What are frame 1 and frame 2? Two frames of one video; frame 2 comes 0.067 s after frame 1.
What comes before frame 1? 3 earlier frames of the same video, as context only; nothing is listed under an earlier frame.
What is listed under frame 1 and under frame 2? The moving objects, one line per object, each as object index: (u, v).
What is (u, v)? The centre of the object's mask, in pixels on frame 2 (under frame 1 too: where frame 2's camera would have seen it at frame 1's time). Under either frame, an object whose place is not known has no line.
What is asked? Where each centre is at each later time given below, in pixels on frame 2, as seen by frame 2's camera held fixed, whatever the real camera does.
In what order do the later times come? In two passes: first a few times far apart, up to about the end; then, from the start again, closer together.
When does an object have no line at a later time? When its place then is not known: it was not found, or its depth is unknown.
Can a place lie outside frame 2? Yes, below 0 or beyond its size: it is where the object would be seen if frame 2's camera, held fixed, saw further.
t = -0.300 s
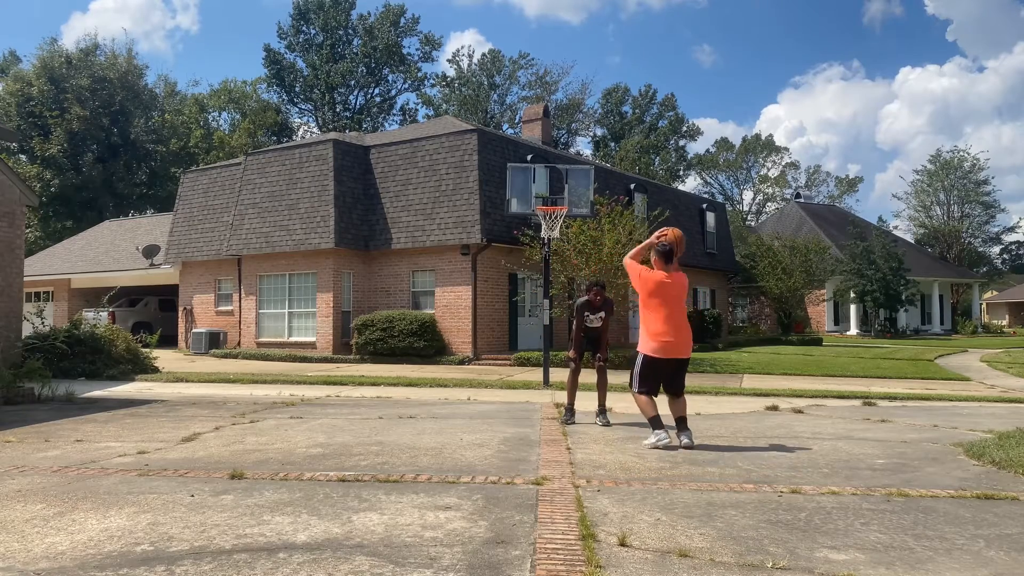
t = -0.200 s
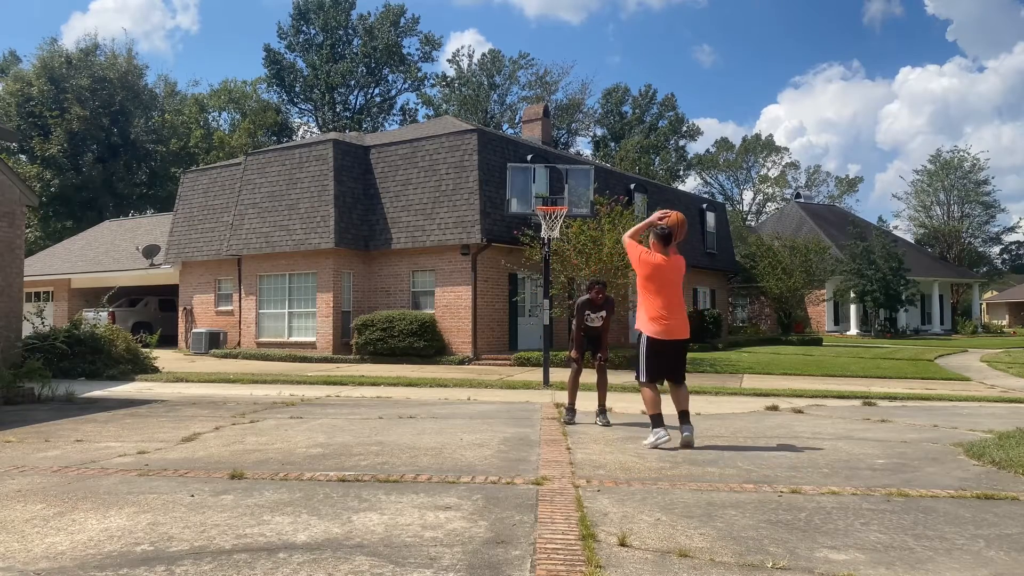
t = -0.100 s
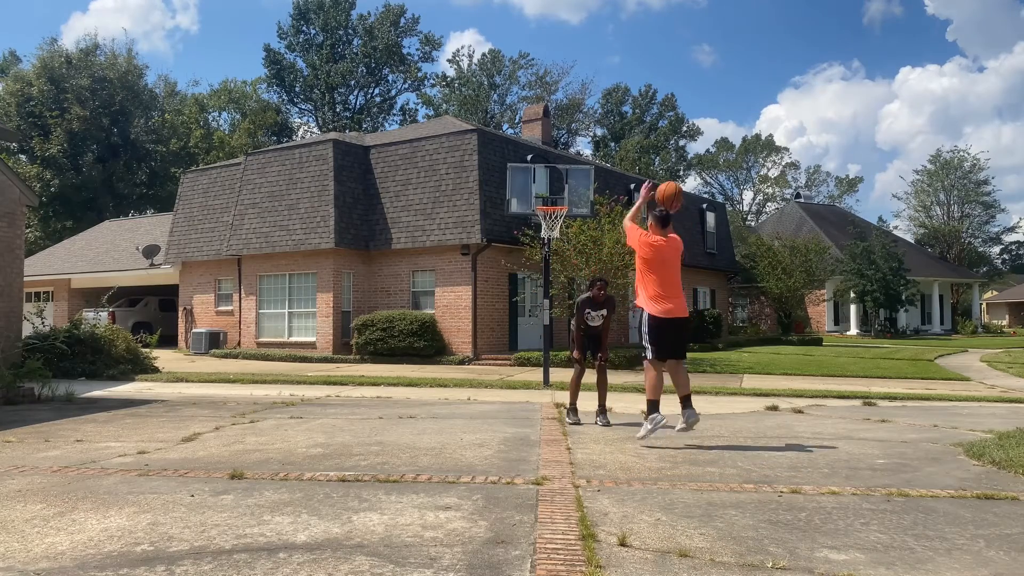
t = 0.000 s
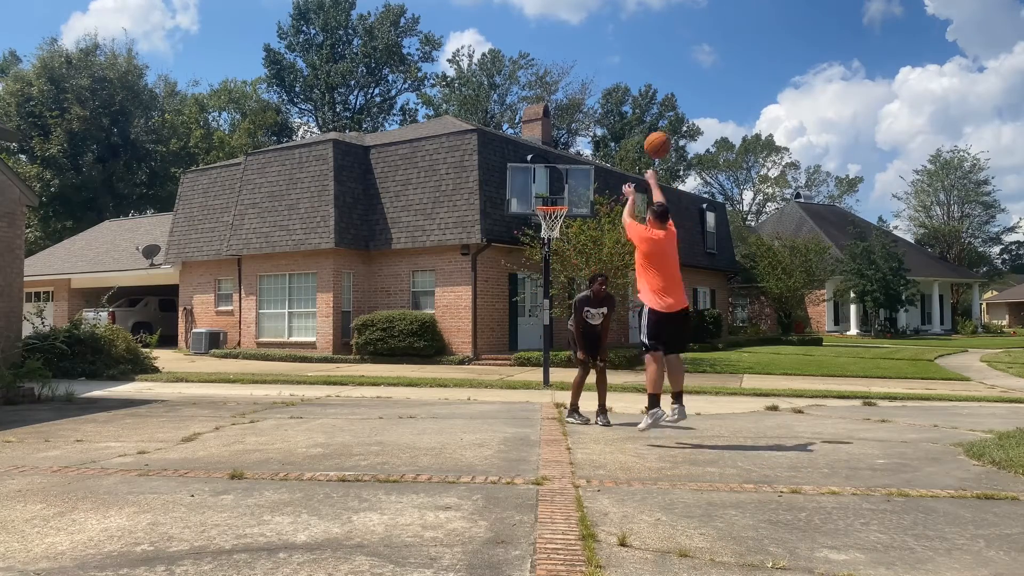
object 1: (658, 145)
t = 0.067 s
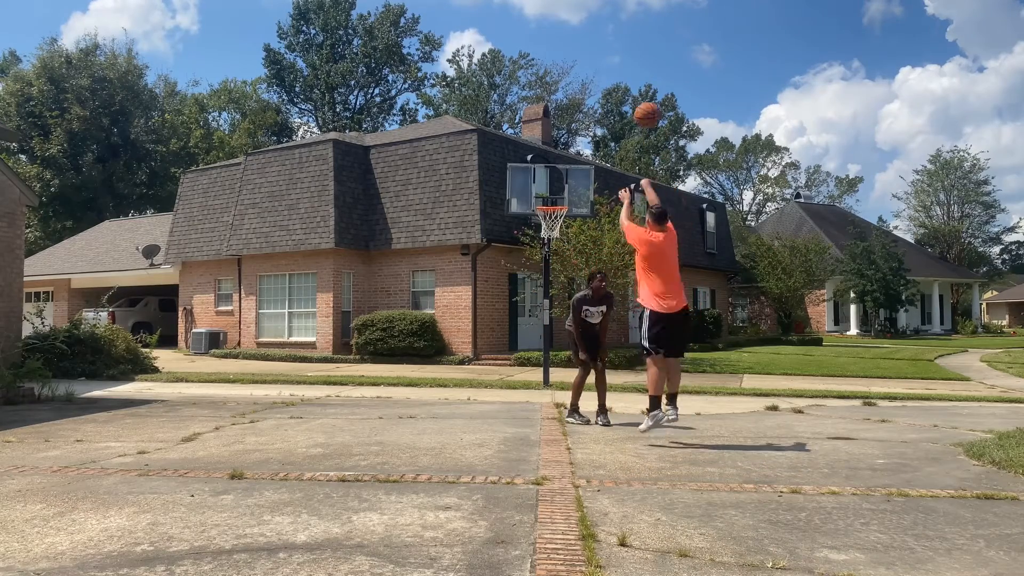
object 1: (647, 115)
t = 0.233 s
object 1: (624, 67)
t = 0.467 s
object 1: (598, 51)
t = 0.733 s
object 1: (574, 84)
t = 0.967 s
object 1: (557, 146)
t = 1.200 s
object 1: (549, 220)
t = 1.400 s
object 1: (557, 252)
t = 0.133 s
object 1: (637, 91)
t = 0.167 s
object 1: (632, 82)
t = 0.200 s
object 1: (628, 74)
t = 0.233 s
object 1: (624, 67)
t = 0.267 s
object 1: (620, 62)
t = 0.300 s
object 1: (616, 57)
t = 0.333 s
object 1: (612, 54)
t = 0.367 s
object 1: (608, 52)
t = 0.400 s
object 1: (605, 50)
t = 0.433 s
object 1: (601, 51)
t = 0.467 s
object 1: (598, 51)
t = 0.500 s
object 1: (595, 53)
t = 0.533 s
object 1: (592, 55)
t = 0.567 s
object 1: (589, 58)
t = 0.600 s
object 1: (585, 62)
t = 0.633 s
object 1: (582, 66)
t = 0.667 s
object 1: (580, 71)
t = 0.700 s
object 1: (577, 77)
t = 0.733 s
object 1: (574, 84)
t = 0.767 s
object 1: (571, 92)
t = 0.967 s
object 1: (557, 146)
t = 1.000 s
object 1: (555, 156)
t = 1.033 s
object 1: (553, 167)
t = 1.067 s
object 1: (551, 179)
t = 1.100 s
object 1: (548, 190)
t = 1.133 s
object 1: (546, 201)
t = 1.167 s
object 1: (546, 216)
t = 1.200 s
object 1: (549, 220)
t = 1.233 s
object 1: (550, 228)
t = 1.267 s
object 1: (550, 231)
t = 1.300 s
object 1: (552, 235)
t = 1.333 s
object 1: (554, 240)
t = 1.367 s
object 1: (555, 246)
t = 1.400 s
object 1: (557, 252)
